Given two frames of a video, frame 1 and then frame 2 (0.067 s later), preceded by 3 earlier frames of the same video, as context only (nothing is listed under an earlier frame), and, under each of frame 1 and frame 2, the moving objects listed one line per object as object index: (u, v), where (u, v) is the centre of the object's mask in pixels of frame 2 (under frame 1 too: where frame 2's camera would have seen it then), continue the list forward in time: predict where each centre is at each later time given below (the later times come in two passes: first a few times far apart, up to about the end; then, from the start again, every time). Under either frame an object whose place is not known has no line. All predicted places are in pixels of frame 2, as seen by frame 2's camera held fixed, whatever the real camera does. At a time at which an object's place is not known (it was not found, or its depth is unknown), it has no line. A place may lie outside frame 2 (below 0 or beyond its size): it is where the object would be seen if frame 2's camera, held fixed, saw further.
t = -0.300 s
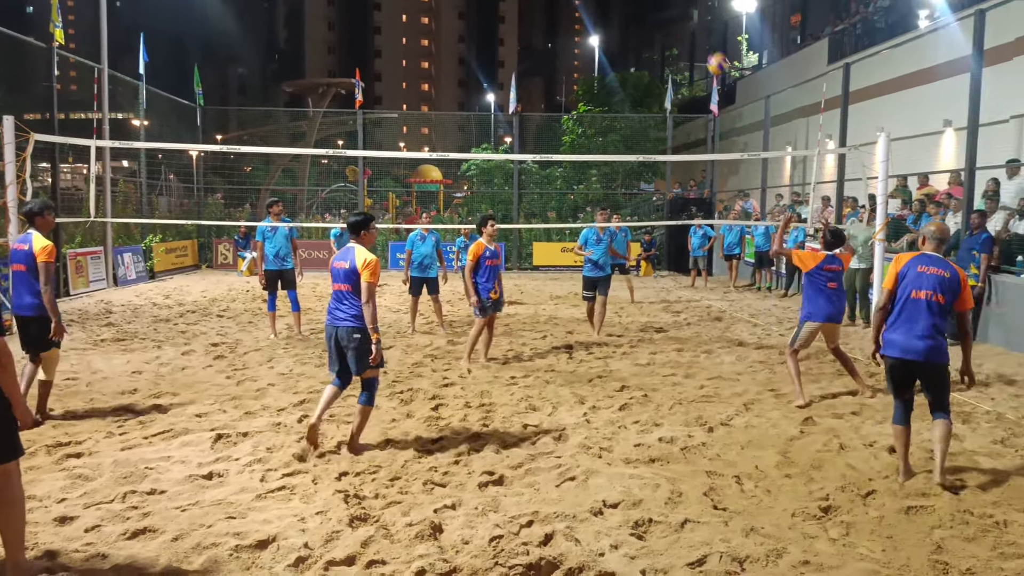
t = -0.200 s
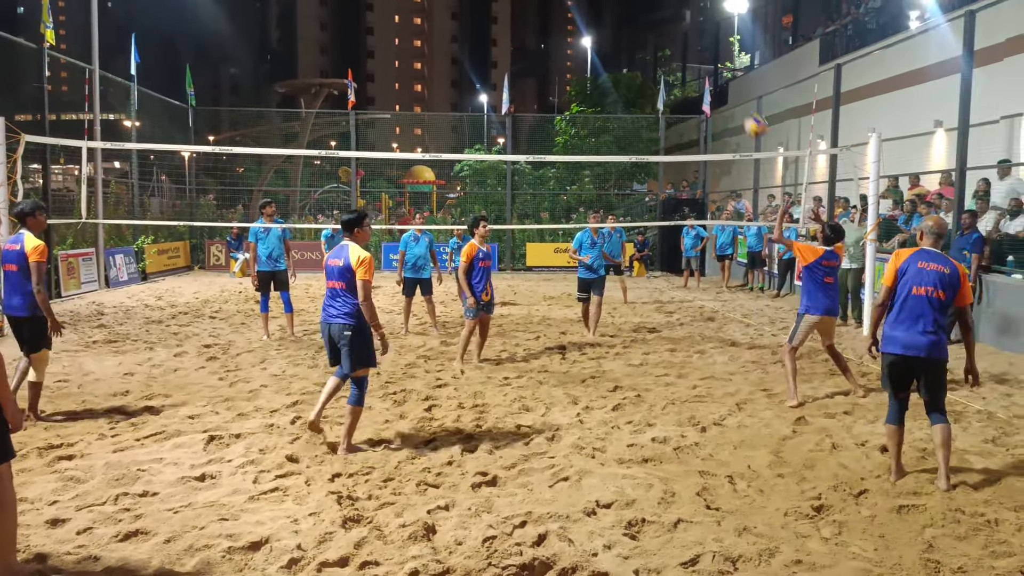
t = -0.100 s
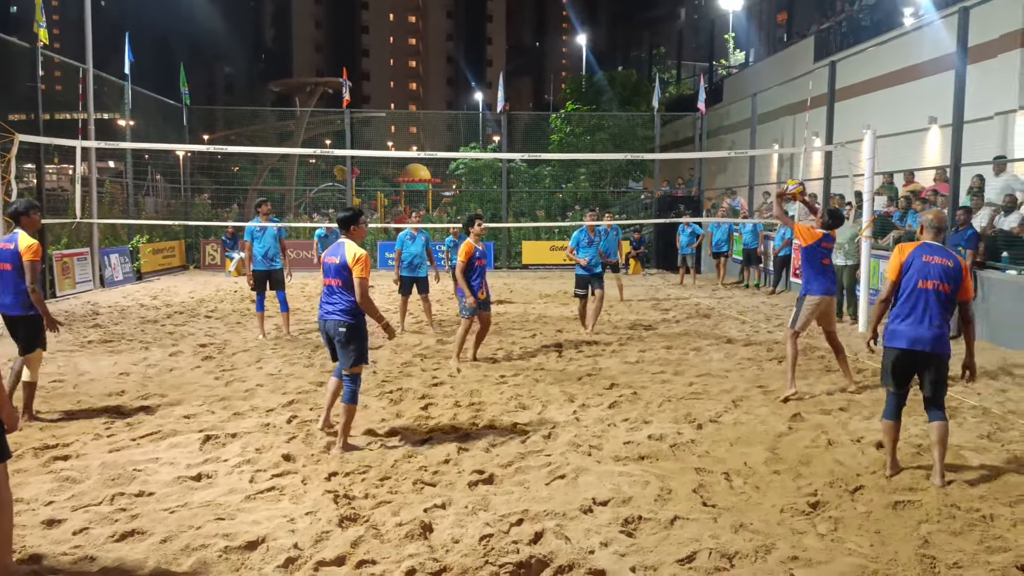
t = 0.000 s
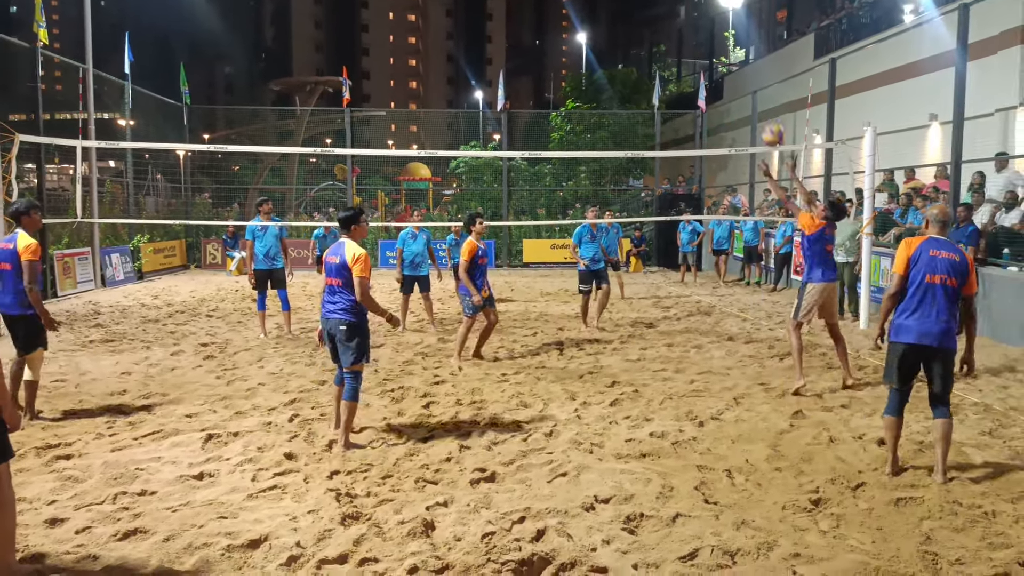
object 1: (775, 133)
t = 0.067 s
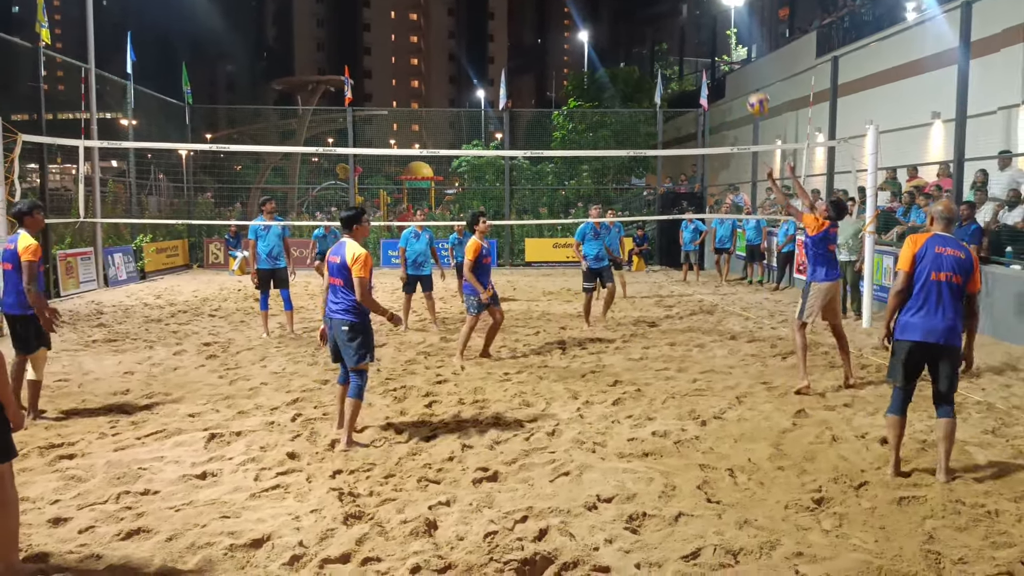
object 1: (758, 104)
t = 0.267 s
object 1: (710, 41)
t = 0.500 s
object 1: (659, 20)
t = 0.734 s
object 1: (610, 55)
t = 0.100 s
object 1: (750, 88)
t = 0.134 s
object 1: (740, 76)
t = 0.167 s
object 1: (733, 66)
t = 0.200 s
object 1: (725, 56)
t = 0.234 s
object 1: (718, 49)
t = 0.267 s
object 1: (710, 41)
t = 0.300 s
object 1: (703, 34)
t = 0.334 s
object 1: (695, 29)
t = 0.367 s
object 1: (688, 25)
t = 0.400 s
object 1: (680, 22)
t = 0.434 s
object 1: (673, 21)
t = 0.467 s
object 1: (666, 20)
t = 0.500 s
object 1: (659, 20)
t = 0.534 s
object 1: (651, 22)
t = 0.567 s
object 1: (644, 26)
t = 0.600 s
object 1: (637, 30)
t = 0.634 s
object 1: (631, 35)
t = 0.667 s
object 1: (624, 40)
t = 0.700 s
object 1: (617, 47)
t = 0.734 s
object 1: (610, 55)
